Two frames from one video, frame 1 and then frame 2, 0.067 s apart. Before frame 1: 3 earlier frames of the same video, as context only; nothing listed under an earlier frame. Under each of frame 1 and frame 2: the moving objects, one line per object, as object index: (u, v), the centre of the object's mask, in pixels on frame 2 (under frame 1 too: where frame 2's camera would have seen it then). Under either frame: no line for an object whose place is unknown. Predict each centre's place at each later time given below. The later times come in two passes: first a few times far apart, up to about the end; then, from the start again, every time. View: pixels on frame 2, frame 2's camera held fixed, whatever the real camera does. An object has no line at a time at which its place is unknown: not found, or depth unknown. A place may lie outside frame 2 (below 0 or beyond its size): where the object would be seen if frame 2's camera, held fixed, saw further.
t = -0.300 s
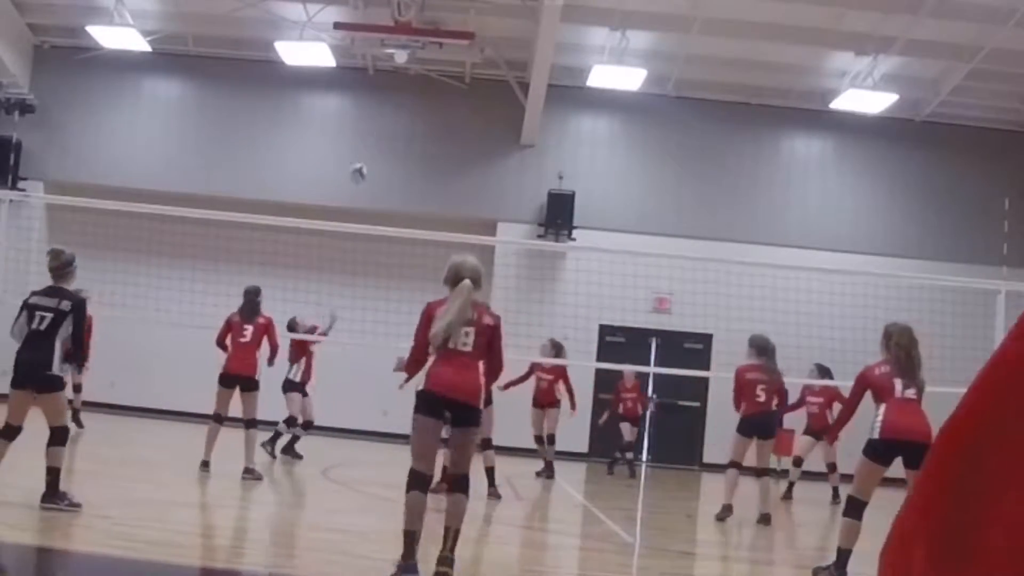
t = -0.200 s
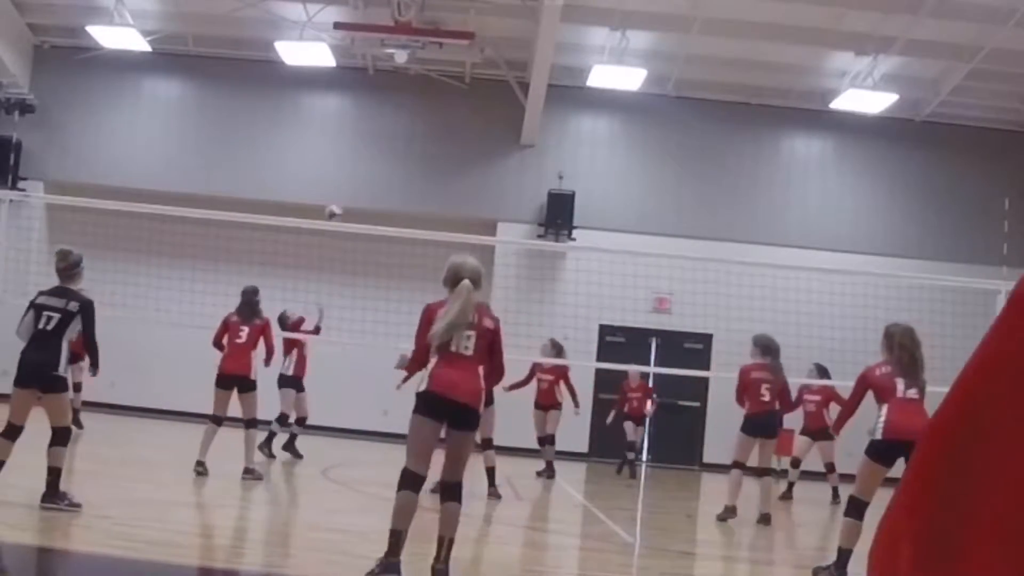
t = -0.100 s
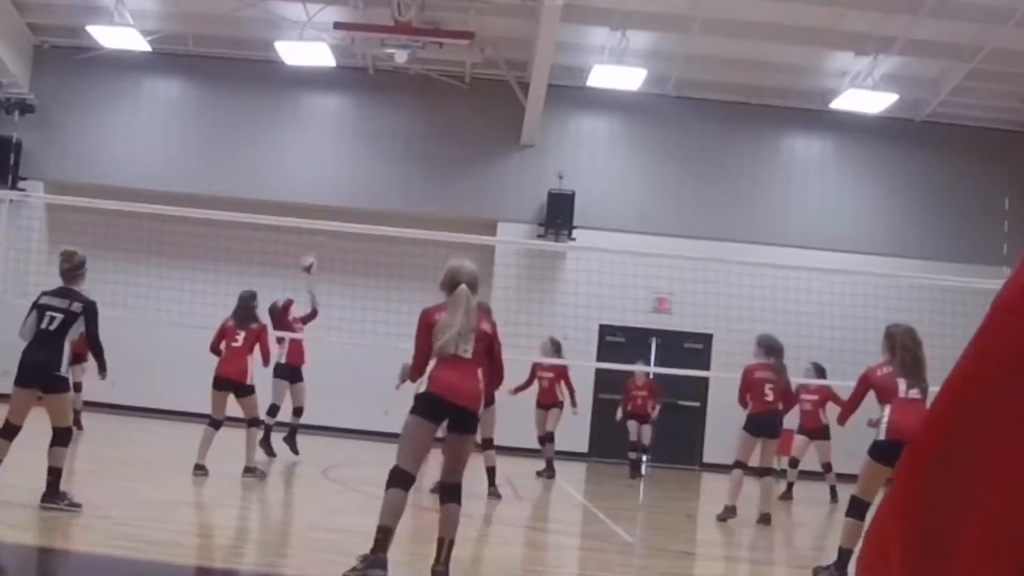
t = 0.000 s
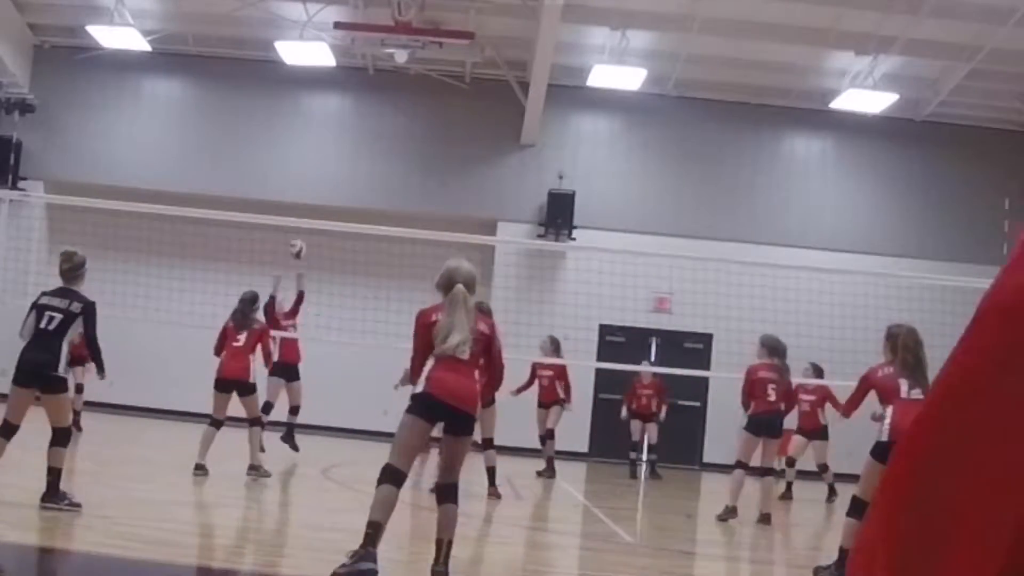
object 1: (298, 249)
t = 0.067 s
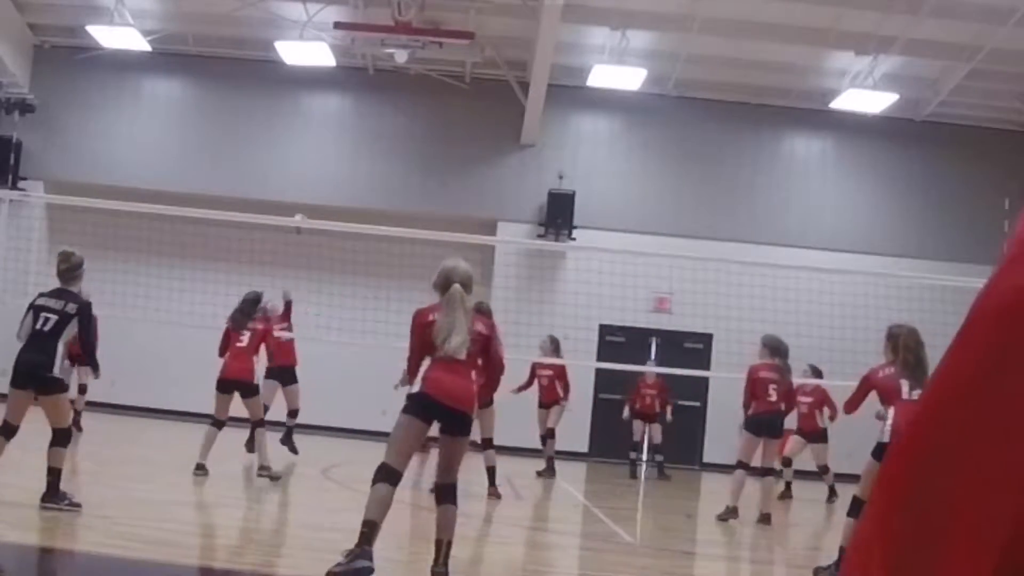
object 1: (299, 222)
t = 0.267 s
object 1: (293, 167)
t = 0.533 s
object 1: (284, 146)
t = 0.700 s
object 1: (268, 175)
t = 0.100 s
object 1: (298, 209)
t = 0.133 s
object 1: (295, 200)
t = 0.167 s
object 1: (294, 191)
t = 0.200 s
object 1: (295, 183)
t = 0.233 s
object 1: (294, 175)
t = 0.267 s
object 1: (293, 167)
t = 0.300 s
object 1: (291, 163)
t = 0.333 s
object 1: (290, 156)
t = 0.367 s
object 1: (289, 150)
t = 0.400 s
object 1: (288, 147)
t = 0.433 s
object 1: (289, 147)
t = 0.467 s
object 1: (286, 145)
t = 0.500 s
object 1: (285, 145)
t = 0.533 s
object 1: (284, 146)
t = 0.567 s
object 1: (281, 150)
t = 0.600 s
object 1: (278, 154)
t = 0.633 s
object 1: (275, 159)
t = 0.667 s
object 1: (271, 166)
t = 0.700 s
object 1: (268, 175)
